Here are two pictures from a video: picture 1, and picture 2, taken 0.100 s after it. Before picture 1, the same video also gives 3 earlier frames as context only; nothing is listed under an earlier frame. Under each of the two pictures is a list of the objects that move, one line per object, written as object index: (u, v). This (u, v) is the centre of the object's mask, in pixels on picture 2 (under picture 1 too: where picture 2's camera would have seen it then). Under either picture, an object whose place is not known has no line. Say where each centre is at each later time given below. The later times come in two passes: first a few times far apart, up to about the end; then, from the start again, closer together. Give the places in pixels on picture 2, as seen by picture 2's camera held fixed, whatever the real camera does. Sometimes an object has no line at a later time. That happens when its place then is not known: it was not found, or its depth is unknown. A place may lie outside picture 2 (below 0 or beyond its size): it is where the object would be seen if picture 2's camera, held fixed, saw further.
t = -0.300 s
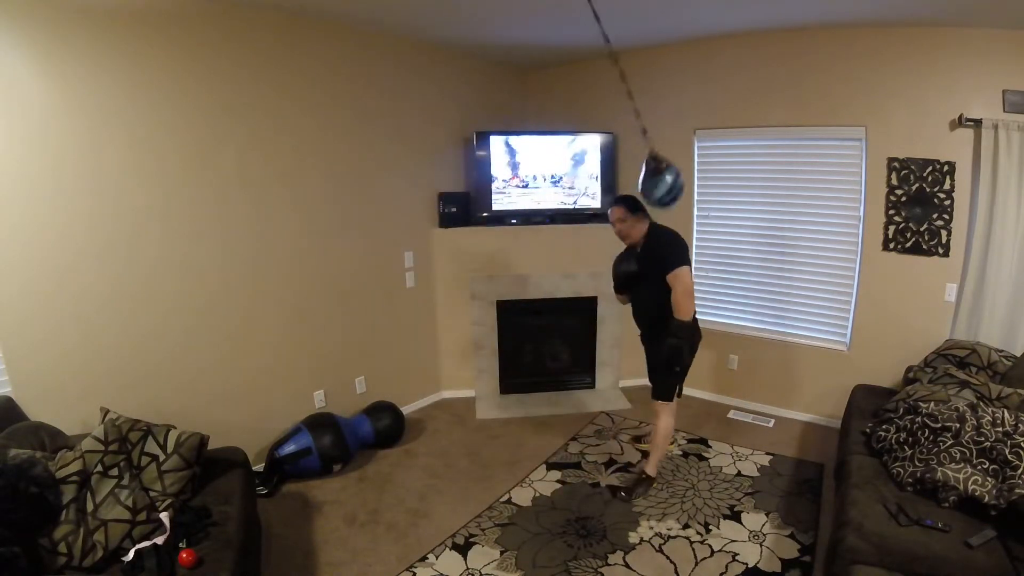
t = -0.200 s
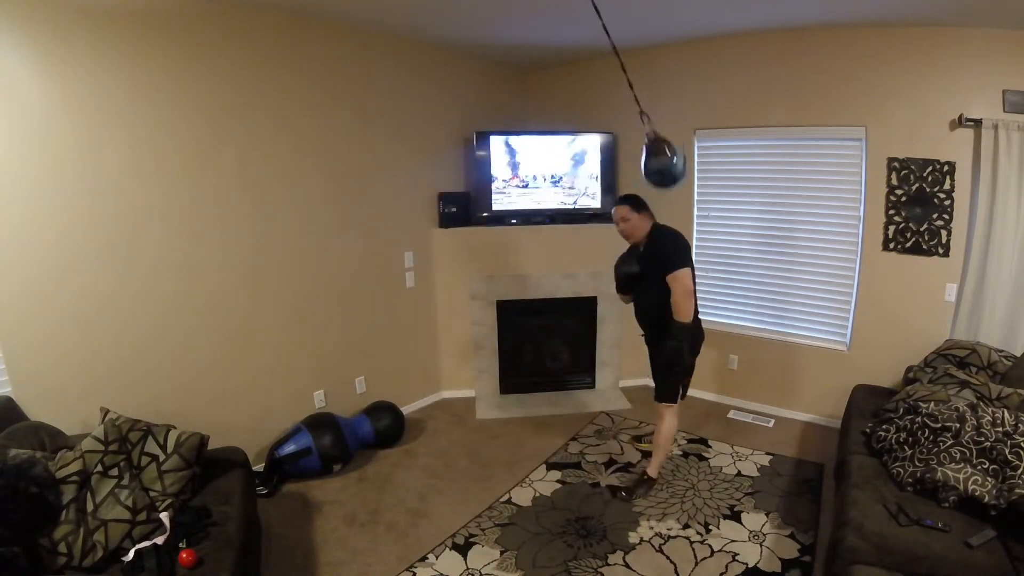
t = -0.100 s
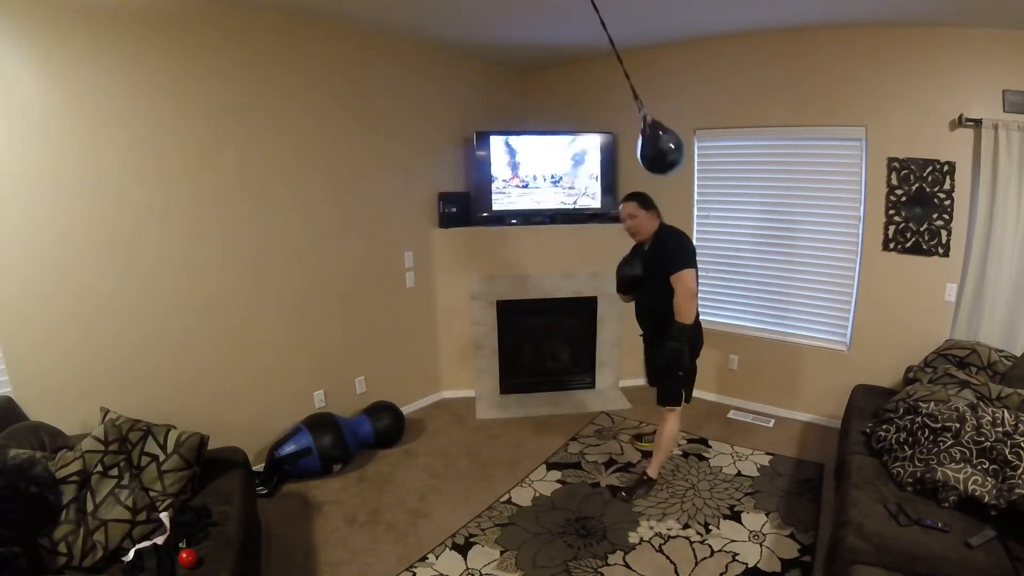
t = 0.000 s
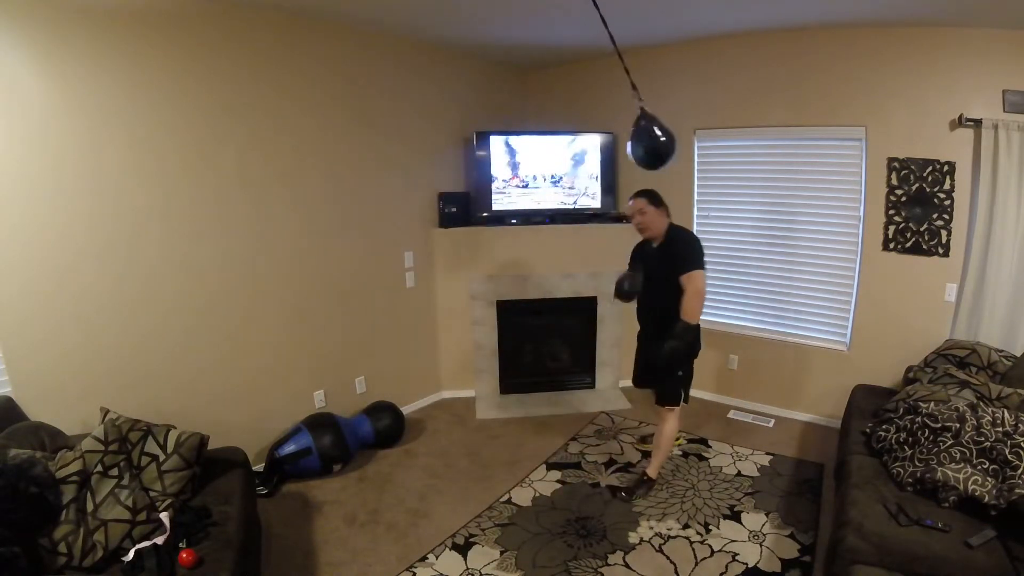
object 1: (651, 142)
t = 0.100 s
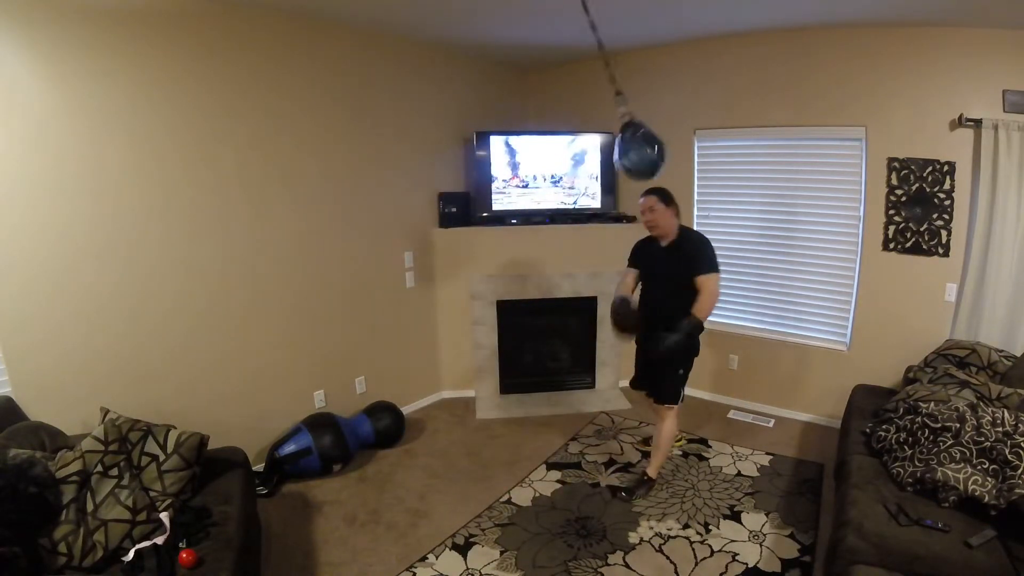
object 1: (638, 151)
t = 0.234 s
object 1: (618, 182)
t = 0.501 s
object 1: (544, 279)
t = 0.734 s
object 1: (451, 274)
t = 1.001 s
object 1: (396, 148)
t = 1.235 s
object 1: (396, 130)
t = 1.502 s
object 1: (448, 237)
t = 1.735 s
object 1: (535, 267)
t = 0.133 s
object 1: (634, 157)
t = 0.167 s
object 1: (628, 166)
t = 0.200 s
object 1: (624, 174)
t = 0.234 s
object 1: (618, 182)
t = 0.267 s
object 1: (613, 202)
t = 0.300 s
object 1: (605, 214)
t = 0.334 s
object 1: (596, 228)
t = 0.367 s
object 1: (587, 242)
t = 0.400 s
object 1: (576, 255)
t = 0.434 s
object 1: (566, 266)
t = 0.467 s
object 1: (556, 273)
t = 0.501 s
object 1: (544, 279)
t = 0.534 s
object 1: (531, 286)
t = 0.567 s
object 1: (515, 301)
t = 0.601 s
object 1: (502, 302)
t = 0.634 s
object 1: (488, 299)
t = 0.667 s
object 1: (475, 296)
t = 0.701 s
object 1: (463, 284)
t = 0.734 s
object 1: (451, 274)
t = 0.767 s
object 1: (440, 262)
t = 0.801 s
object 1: (431, 247)
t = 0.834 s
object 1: (420, 234)
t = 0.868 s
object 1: (412, 216)
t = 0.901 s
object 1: (407, 198)
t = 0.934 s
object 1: (402, 181)
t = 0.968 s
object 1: (398, 163)
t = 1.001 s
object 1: (396, 148)
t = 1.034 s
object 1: (394, 136)
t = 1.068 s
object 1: (392, 128)
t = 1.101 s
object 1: (392, 122)
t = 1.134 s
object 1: (391, 119)
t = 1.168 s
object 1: (392, 119)
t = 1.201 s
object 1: (393, 123)
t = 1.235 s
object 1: (396, 130)
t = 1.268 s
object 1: (397, 139)
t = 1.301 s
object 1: (402, 150)
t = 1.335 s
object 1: (406, 162)
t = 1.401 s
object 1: (420, 192)
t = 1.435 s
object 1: (428, 208)
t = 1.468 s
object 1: (437, 222)
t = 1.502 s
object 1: (448, 237)
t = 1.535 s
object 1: (459, 251)
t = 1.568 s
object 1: (472, 259)
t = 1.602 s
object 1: (485, 266)
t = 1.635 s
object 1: (498, 268)
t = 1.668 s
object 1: (510, 270)
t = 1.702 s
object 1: (523, 269)
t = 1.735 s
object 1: (535, 267)
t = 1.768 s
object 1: (546, 269)
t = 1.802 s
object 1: (557, 262)
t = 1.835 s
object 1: (568, 264)
